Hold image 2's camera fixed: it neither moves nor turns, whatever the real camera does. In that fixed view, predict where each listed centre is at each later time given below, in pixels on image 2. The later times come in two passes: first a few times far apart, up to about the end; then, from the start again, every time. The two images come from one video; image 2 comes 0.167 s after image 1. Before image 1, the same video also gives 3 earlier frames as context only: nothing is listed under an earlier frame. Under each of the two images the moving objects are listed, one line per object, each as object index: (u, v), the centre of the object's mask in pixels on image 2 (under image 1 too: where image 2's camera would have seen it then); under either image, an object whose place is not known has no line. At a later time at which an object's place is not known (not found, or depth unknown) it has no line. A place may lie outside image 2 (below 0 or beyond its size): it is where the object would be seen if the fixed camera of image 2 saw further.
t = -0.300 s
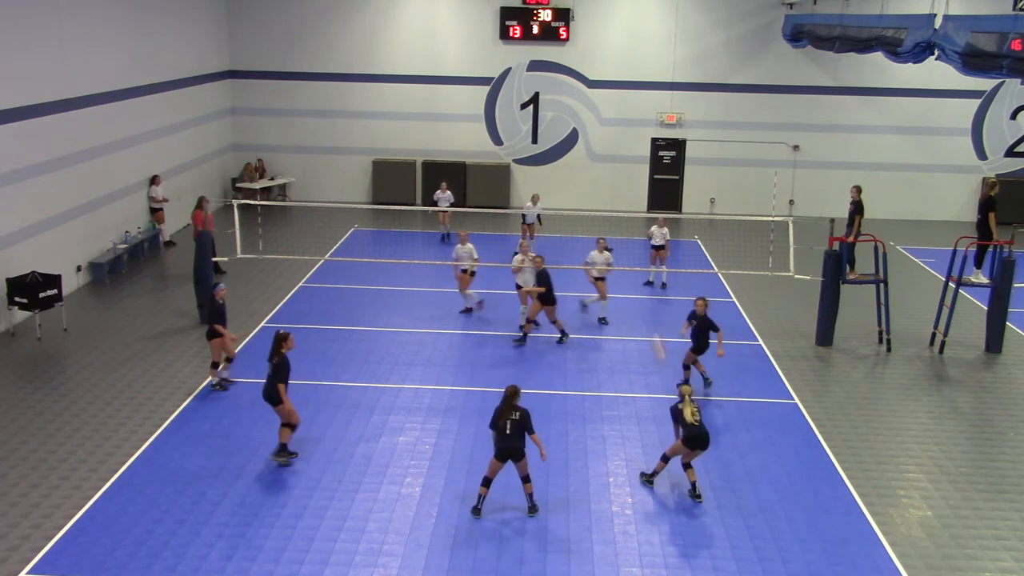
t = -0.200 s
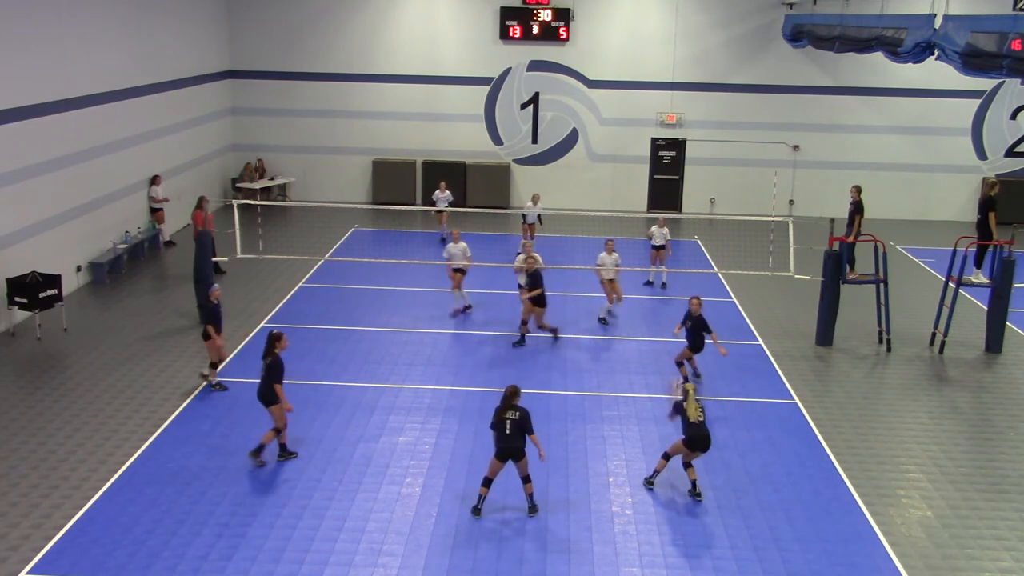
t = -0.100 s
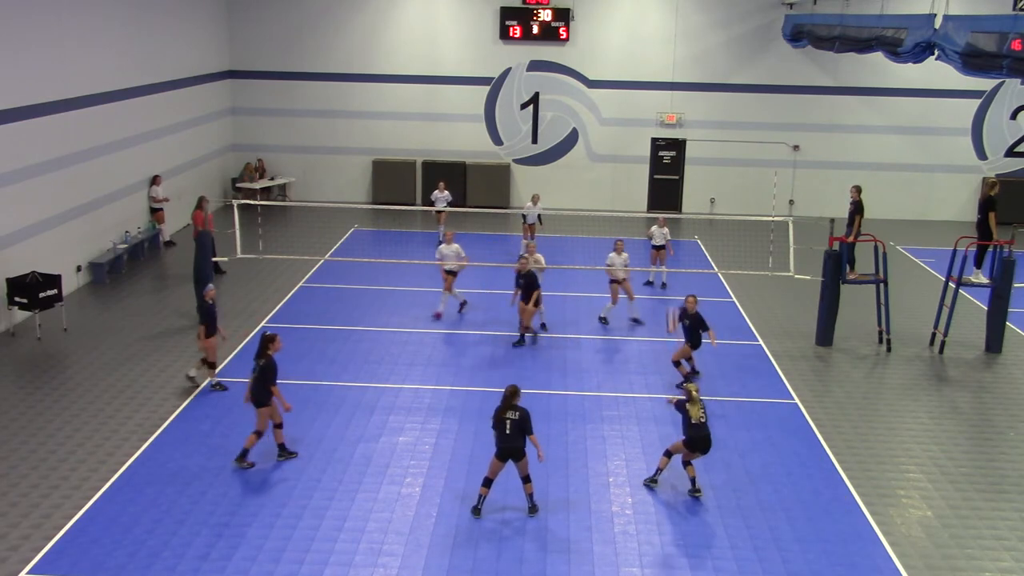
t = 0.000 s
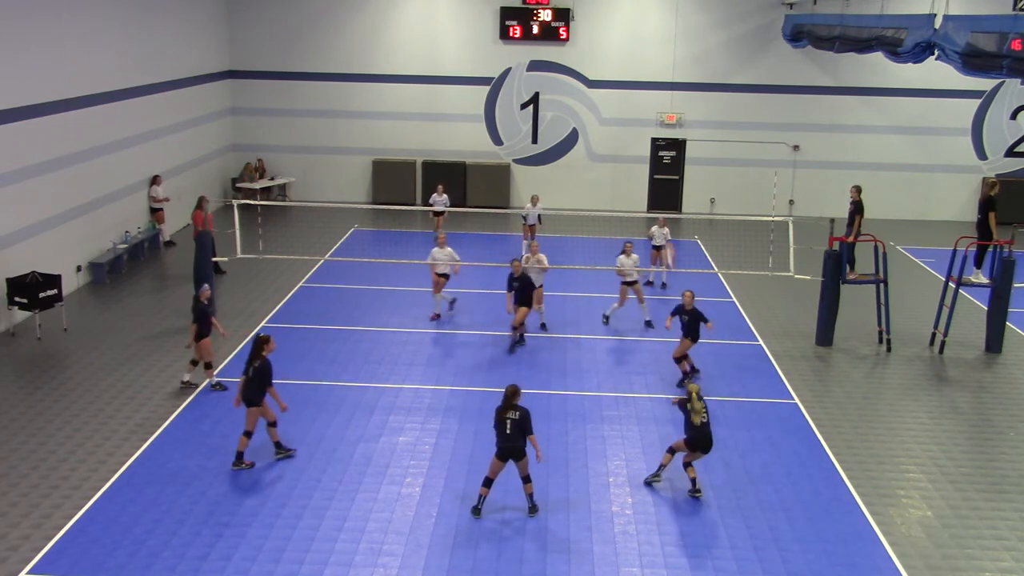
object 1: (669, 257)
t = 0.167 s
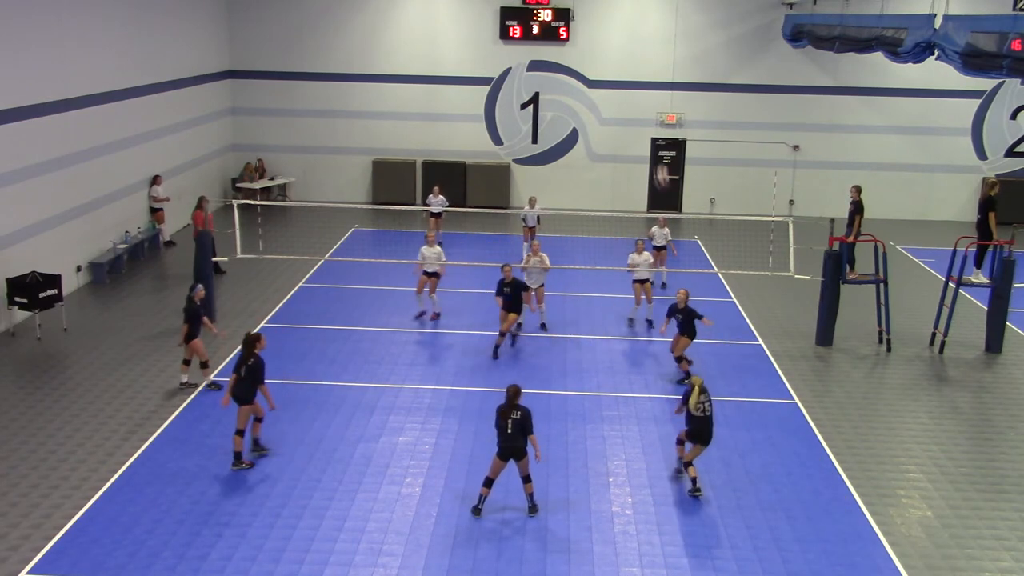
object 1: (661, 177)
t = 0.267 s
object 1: (658, 140)
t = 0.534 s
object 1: (647, 82)
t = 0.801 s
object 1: (635, 76)
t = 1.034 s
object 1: (625, 107)
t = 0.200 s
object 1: (660, 164)
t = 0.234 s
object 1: (658, 150)
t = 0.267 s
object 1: (658, 140)
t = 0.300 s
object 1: (656, 128)
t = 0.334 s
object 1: (654, 120)
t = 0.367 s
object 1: (653, 112)
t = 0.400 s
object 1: (651, 105)
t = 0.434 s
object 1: (650, 97)
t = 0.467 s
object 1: (649, 91)
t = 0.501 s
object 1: (648, 86)
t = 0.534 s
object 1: (647, 82)
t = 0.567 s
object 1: (645, 79)
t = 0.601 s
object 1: (644, 76)
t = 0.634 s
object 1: (642, 75)
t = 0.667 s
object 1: (641, 74)
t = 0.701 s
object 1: (640, 74)
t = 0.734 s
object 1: (638, 74)
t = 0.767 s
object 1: (637, 74)
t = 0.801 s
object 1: (635, 76)
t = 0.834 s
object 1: (634, 78)
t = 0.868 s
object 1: (633, 82)
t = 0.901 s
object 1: (631, 86)
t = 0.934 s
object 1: (630, 89)
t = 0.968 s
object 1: (628, 95)
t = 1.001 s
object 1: (626, 101)
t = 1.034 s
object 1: (625, 107)
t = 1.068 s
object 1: (623, 113)
